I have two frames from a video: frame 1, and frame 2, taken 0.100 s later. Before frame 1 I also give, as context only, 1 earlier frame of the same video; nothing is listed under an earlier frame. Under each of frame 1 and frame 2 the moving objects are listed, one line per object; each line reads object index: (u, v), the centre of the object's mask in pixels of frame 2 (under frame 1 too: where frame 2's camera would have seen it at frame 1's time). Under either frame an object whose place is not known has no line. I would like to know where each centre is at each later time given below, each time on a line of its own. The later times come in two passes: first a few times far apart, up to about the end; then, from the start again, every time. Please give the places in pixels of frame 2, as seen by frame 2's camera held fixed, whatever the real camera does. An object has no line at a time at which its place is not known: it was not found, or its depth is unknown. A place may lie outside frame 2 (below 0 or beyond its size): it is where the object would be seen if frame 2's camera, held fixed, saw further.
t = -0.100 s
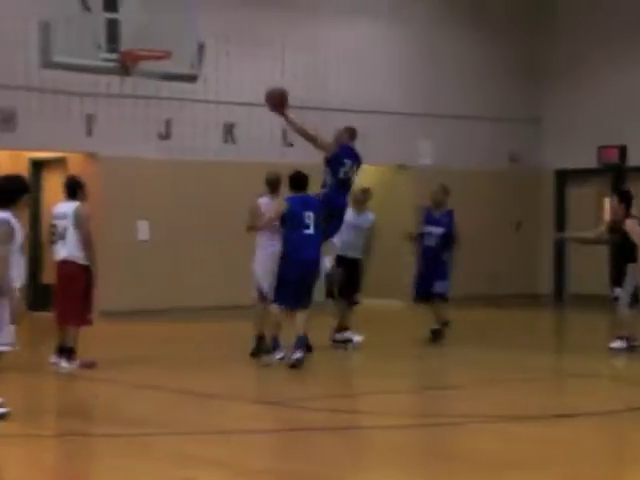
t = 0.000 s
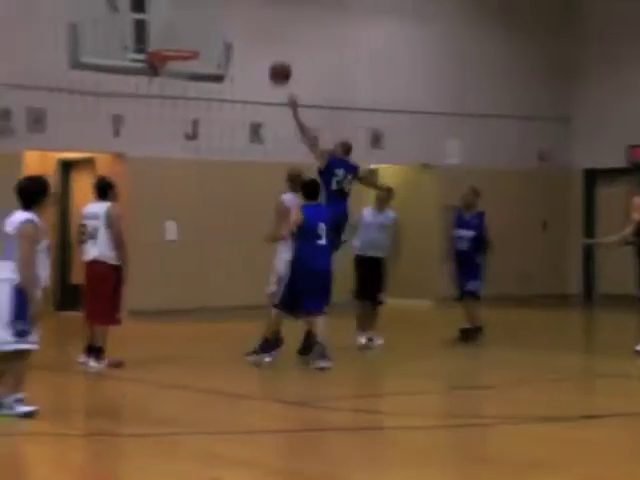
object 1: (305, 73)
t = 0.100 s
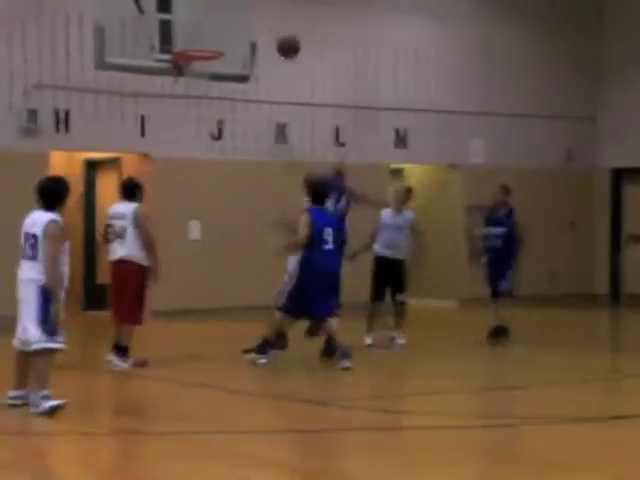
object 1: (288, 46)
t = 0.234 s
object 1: (267, 27)
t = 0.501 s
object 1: (223, 39)
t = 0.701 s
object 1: (190, 41)
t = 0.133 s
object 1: (284, 40)
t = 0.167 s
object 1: (279, 35)
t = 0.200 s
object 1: (272, 30)
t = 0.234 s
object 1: (267, 27)
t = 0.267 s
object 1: (261, 25)
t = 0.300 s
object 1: (255, 25)
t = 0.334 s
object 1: (250, 24)
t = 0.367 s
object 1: (244, 25)
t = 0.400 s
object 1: (239, 28)
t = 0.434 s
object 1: (234, 30)
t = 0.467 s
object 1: (228, 35)
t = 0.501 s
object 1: (223, 39)
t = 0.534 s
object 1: (216, 40)
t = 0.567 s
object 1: (209, 40)
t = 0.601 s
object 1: (202, 42)
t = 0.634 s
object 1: (194, 41)
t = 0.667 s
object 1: (189, 42)
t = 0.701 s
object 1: (190, 41)
